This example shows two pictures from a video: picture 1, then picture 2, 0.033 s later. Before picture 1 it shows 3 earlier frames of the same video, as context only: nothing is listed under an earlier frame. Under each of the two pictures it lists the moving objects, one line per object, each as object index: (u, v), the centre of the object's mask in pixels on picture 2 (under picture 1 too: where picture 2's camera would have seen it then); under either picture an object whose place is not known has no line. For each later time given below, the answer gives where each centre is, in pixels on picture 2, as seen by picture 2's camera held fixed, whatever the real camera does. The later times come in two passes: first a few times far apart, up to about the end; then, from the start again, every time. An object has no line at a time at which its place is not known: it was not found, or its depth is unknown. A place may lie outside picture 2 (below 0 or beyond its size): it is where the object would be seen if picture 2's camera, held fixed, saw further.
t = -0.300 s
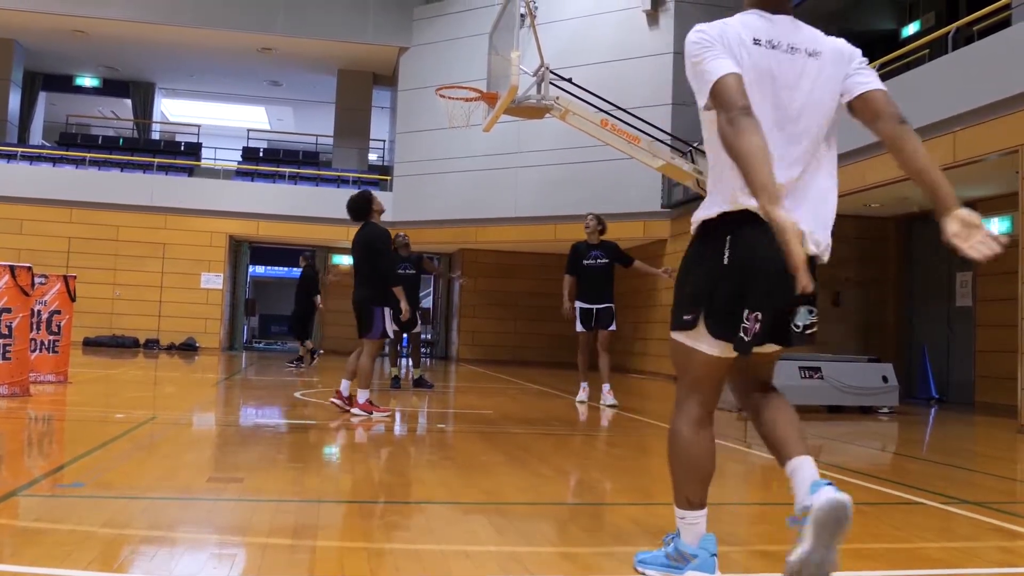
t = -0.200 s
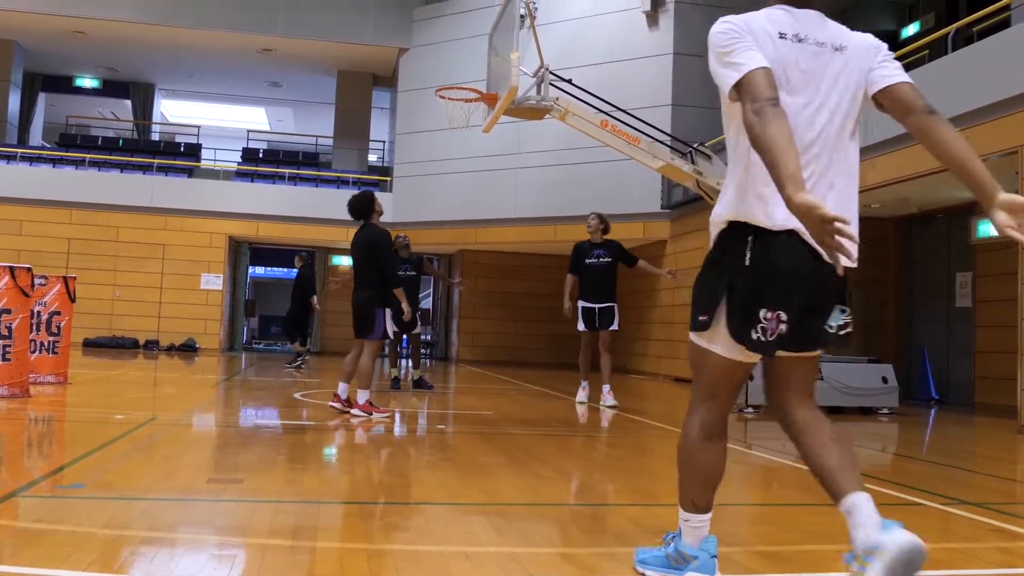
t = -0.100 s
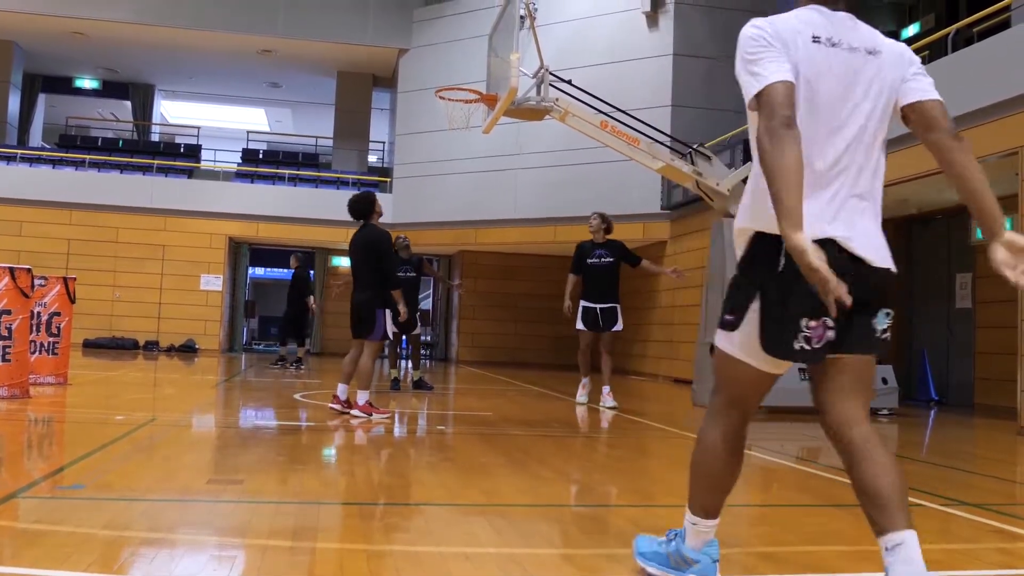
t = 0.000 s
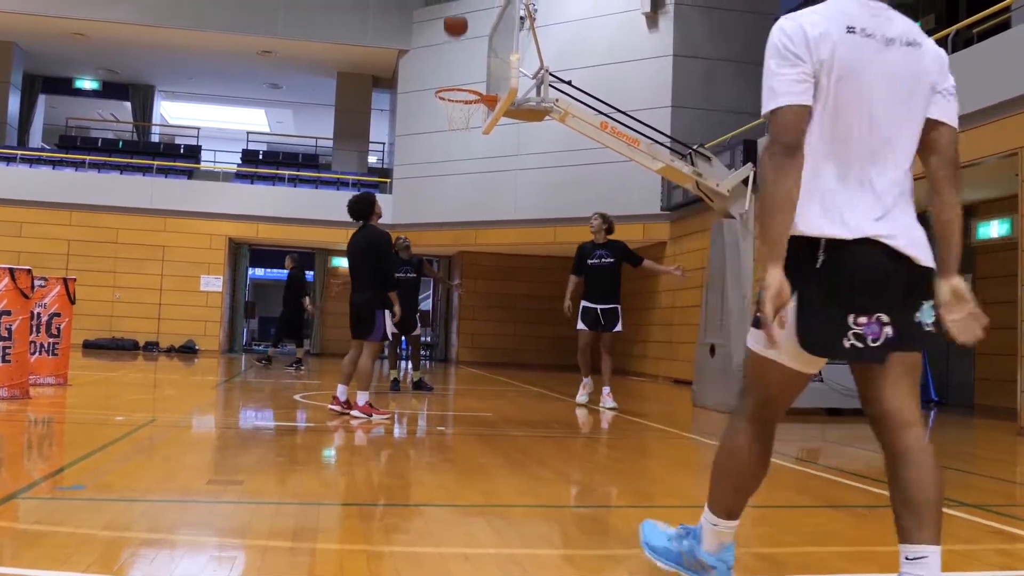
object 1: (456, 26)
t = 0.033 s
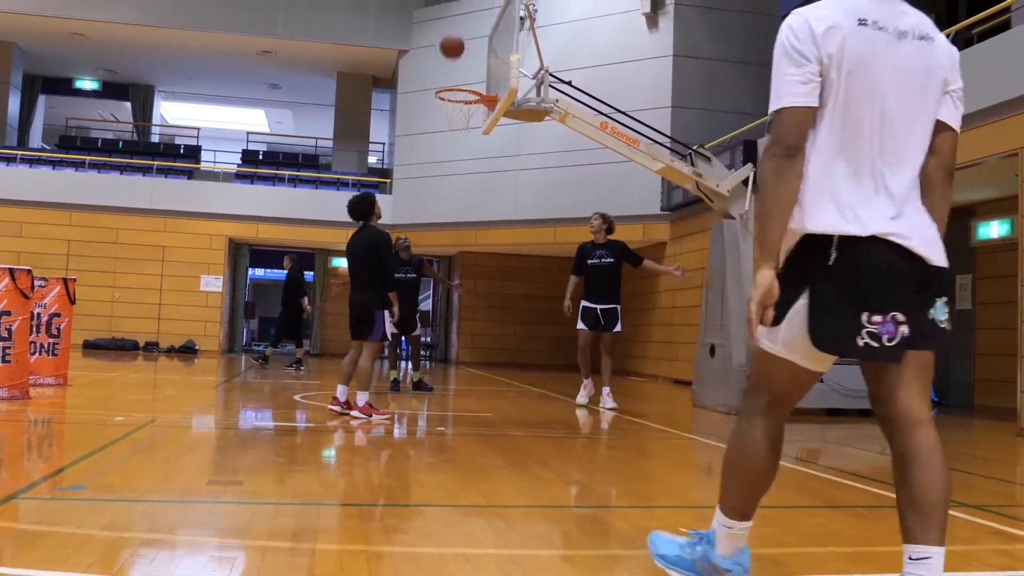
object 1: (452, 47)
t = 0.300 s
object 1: (465, 111)
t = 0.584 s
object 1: (426, 144)
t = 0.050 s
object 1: (450, 58)
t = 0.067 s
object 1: (448, 69)
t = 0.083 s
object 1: (447, 79)
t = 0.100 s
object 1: (446, 89)
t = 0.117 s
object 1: (450, 94)
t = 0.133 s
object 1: (455, 99)
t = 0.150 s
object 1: (459, 102)
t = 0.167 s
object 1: (463, 103)
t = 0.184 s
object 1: (466, 104)
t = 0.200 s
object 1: (469, 105)
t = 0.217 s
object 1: (472, 106)
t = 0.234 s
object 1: (472, 107)
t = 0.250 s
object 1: (471, 108)
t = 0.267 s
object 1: (469, 110)
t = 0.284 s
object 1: (467, 111)
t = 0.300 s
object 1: (465, 111)
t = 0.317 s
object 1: (462, 112)
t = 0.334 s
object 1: (460, 113)
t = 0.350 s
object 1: (457, 114)
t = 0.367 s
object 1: (455, 115)
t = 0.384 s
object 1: (452, 116)
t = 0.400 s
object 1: (449, 118)
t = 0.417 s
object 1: (447, 118)
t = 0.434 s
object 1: (445, 119)
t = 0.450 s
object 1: (442, 121)
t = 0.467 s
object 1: (440, 123)
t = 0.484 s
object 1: (438, 126)
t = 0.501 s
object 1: (436, 128)
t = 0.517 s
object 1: (434, 131)
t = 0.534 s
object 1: (432, 134)
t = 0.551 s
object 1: (430, 137)
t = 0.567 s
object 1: (428, 141)
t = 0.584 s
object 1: (426, 144)
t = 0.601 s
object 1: (424, 148)
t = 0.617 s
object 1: (422, 153)
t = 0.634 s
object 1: (420, 157)
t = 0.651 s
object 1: (417, 162)
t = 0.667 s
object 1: (415, 167)
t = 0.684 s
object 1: (413, 173)
